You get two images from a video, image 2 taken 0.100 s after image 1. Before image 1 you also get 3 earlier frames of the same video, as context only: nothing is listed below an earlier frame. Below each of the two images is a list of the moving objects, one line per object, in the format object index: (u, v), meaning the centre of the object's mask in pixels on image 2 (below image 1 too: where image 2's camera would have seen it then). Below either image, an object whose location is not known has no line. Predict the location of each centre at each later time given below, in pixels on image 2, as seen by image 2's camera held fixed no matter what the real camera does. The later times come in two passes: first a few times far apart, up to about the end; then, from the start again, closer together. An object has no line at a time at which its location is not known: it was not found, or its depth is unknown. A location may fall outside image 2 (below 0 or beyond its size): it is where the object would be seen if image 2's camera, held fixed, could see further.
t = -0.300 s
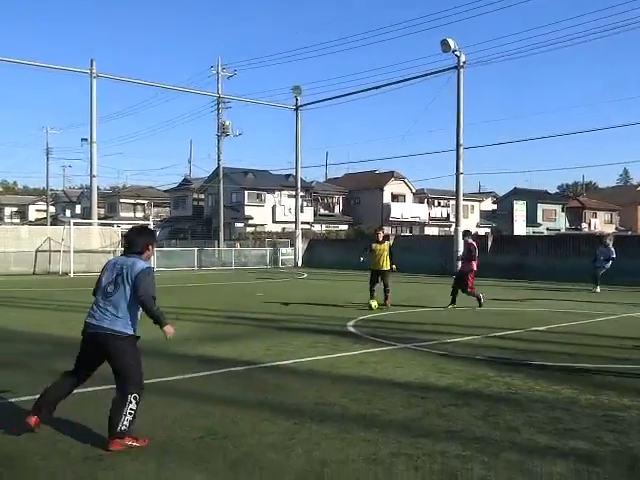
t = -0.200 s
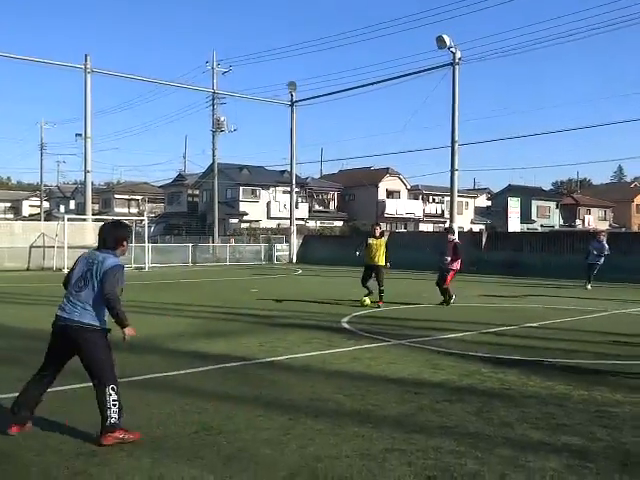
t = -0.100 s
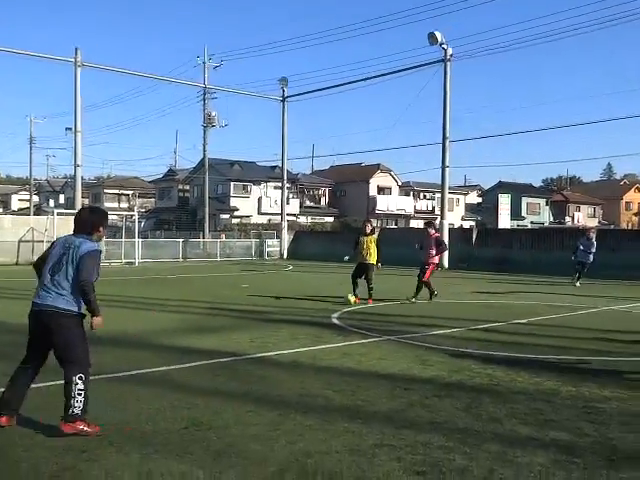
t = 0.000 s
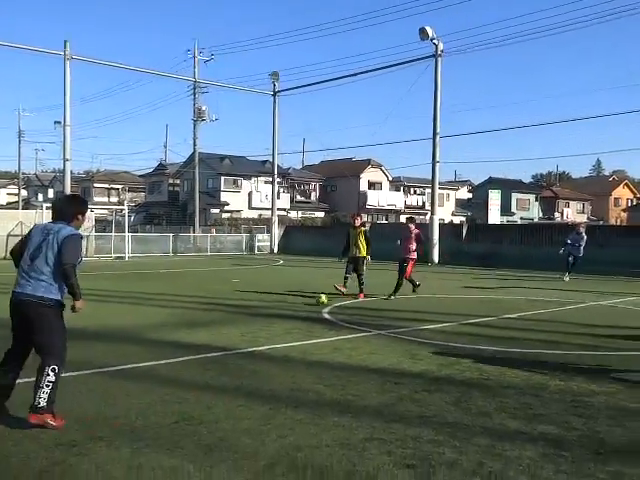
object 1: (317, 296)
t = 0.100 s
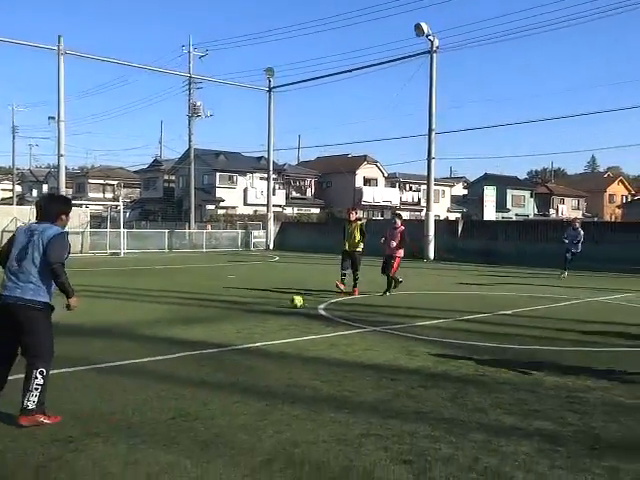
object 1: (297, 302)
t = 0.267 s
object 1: (258, 314)
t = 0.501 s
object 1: (192, 331)
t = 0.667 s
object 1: (137, 348)
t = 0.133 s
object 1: (289, 304)
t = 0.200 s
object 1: (275, 308)
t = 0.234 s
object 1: (266, 311)
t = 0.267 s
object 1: (258, 314)
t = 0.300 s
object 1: (248, 315)
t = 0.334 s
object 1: (240, 318)
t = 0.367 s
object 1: (231, 321)
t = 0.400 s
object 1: (222, 323)
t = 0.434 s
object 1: (212, 326)
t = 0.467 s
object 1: (202, 329)
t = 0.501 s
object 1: (192, 331)
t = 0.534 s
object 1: (181, 334)
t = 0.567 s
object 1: (172, 337)
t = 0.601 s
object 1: (161, 341)
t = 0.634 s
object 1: (148, 344)
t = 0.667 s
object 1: (137, 348)
